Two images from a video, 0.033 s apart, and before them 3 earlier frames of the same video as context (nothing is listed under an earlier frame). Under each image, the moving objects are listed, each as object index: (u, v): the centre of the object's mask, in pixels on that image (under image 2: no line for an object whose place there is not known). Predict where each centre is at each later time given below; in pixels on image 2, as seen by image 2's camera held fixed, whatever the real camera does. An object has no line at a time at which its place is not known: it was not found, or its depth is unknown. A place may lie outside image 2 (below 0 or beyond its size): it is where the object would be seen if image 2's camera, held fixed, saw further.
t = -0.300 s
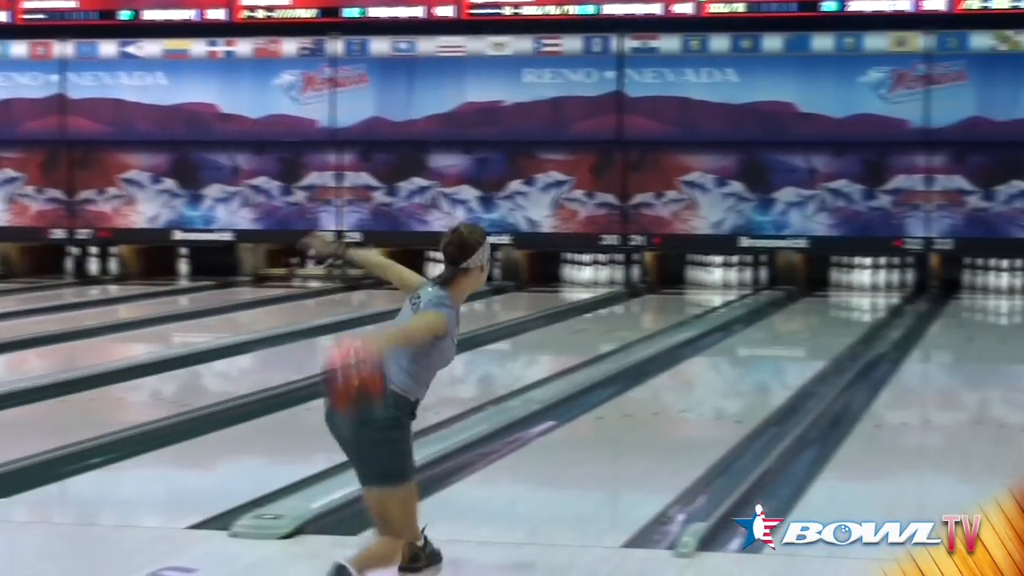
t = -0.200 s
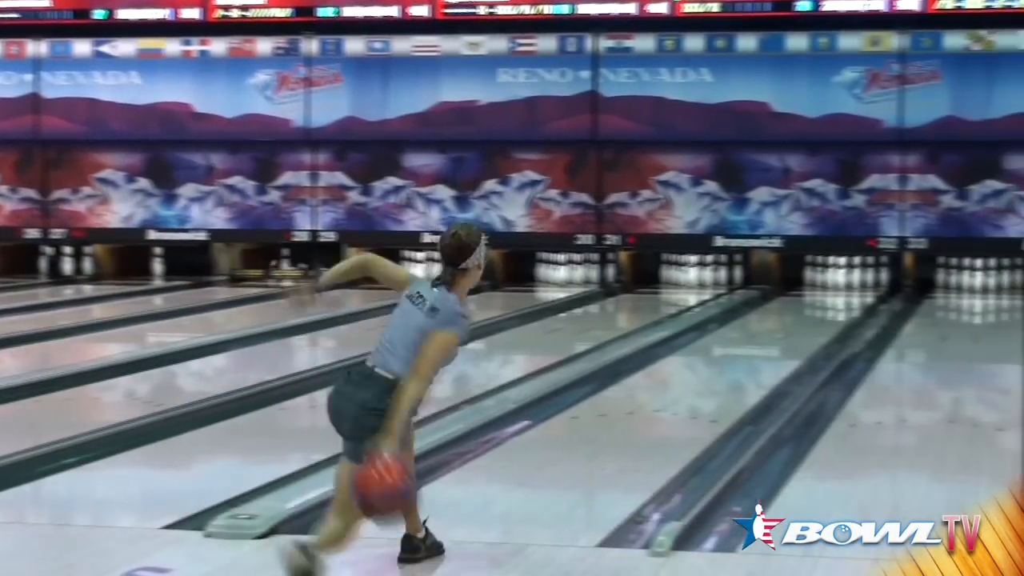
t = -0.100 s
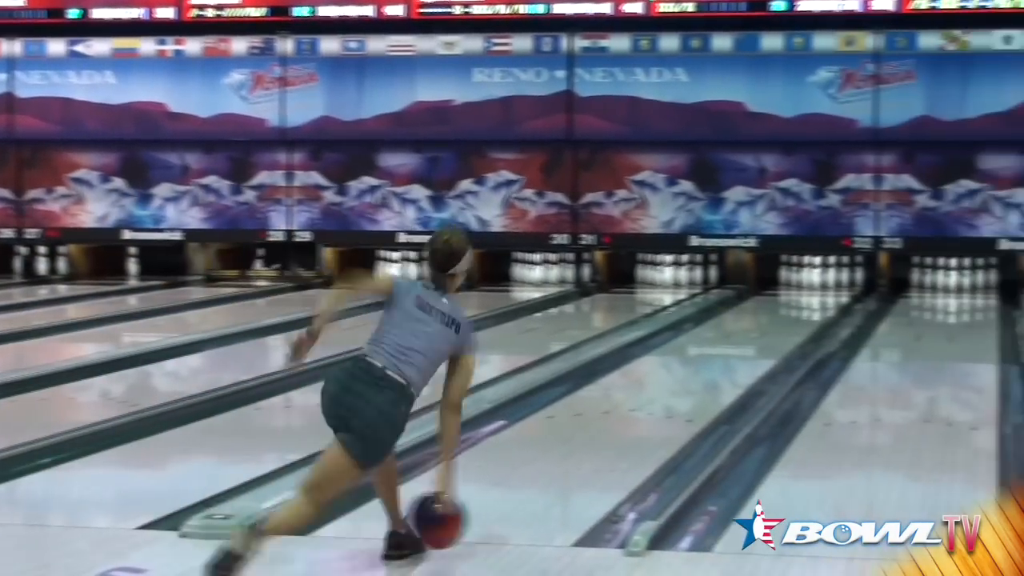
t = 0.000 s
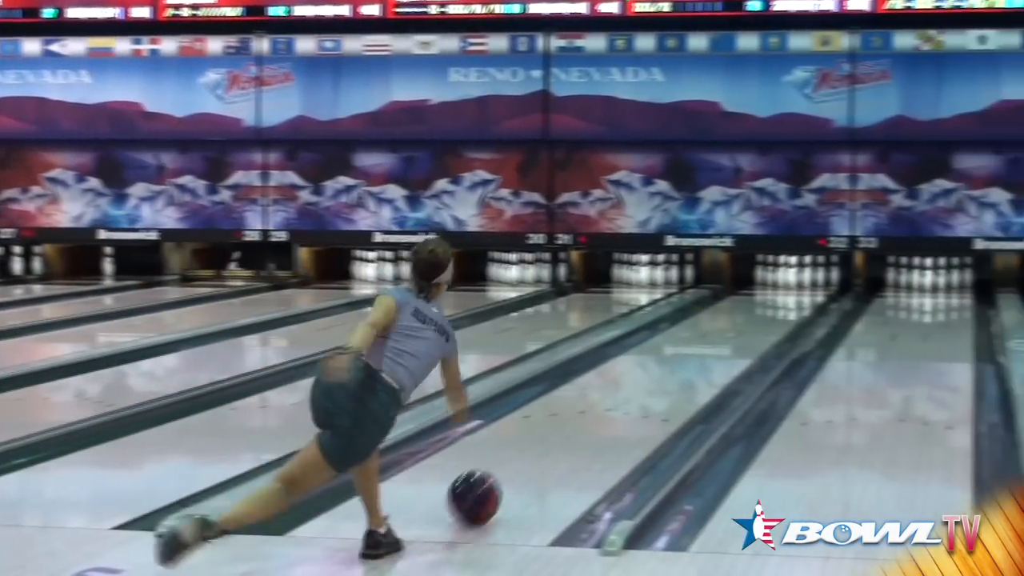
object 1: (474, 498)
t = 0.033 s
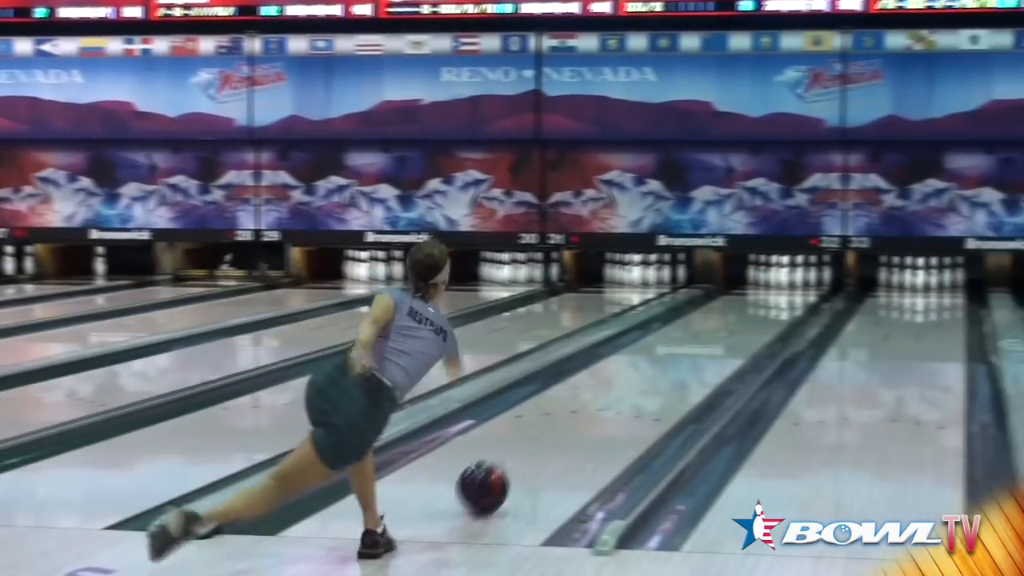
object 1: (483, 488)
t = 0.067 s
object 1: (500, 479)
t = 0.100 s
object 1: (515, 471)
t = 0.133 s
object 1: (530, 463)
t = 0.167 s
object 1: (544, 455)
